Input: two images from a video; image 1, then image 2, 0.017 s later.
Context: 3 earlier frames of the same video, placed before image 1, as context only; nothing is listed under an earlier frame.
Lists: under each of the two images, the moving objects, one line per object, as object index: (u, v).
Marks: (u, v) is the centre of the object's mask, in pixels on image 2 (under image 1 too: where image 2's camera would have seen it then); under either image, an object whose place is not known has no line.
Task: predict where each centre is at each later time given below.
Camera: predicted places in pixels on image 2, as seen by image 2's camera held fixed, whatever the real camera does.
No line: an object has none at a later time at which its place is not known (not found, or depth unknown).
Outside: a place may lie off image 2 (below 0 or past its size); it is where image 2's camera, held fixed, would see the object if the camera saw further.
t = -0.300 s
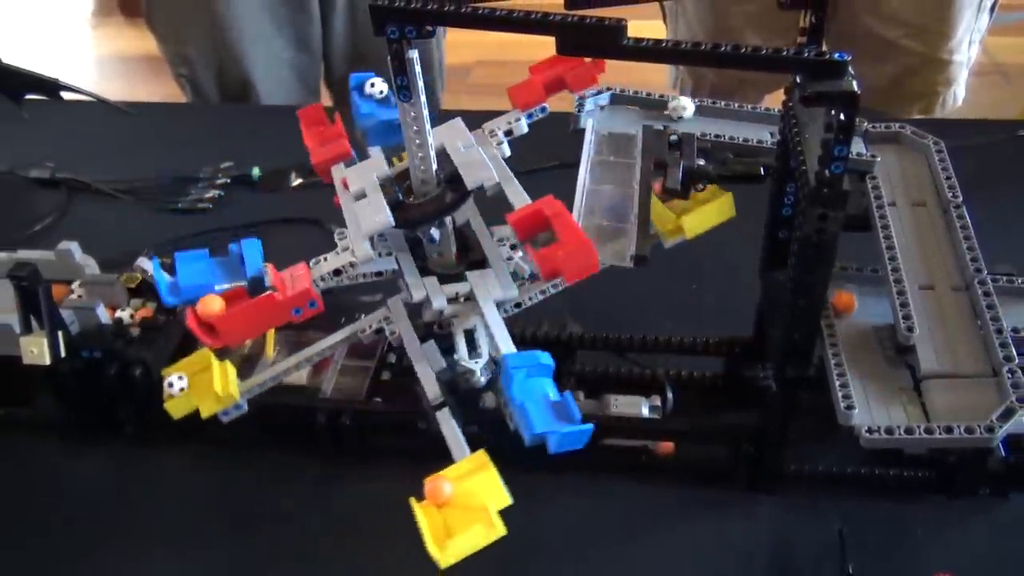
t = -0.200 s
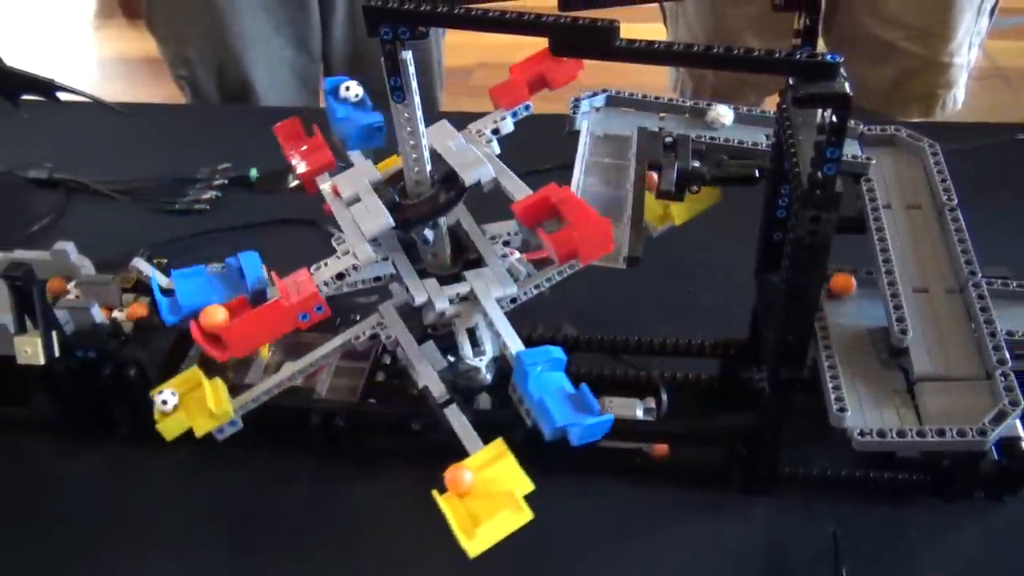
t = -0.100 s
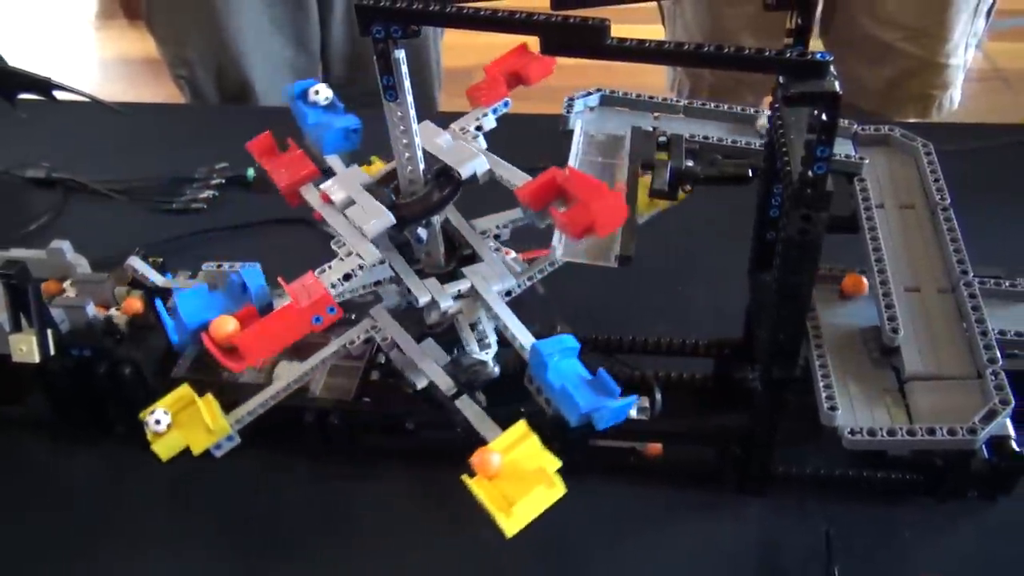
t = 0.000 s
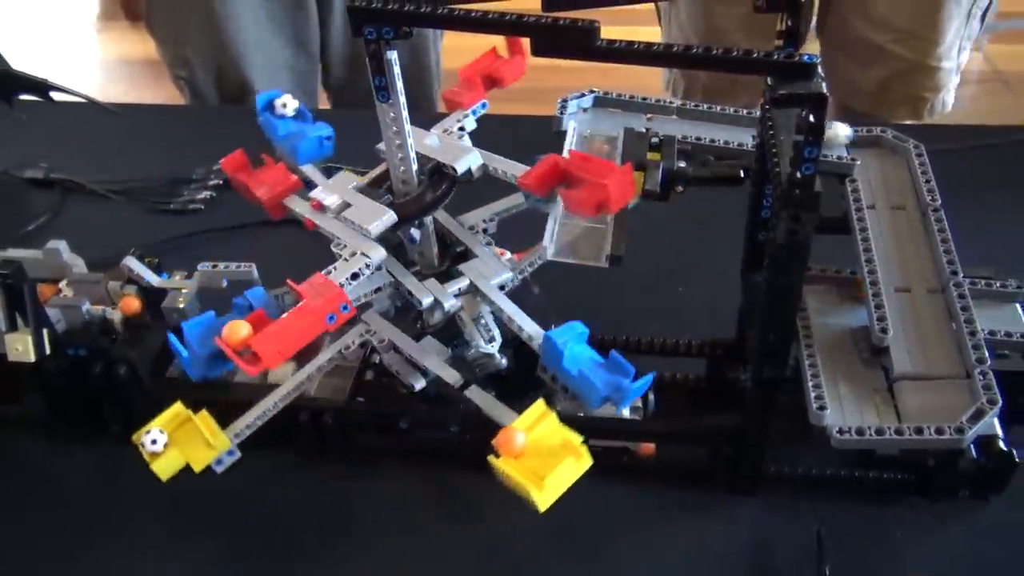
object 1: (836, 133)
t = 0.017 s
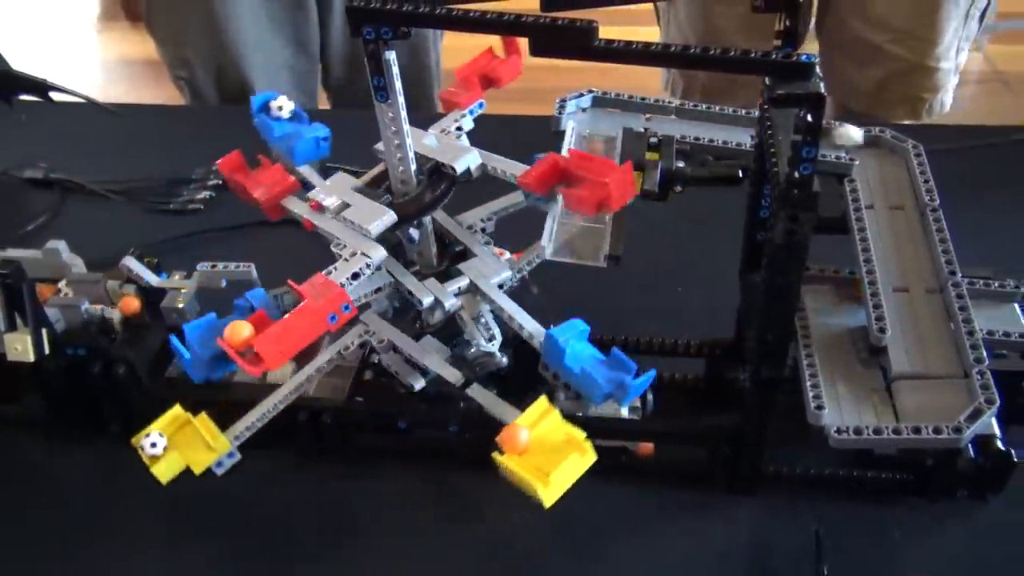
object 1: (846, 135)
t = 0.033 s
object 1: (859, 141)
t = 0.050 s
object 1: (871, 146)
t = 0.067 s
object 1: (883, 150)
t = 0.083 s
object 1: (894, 154)
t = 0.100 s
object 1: (897, 157)
